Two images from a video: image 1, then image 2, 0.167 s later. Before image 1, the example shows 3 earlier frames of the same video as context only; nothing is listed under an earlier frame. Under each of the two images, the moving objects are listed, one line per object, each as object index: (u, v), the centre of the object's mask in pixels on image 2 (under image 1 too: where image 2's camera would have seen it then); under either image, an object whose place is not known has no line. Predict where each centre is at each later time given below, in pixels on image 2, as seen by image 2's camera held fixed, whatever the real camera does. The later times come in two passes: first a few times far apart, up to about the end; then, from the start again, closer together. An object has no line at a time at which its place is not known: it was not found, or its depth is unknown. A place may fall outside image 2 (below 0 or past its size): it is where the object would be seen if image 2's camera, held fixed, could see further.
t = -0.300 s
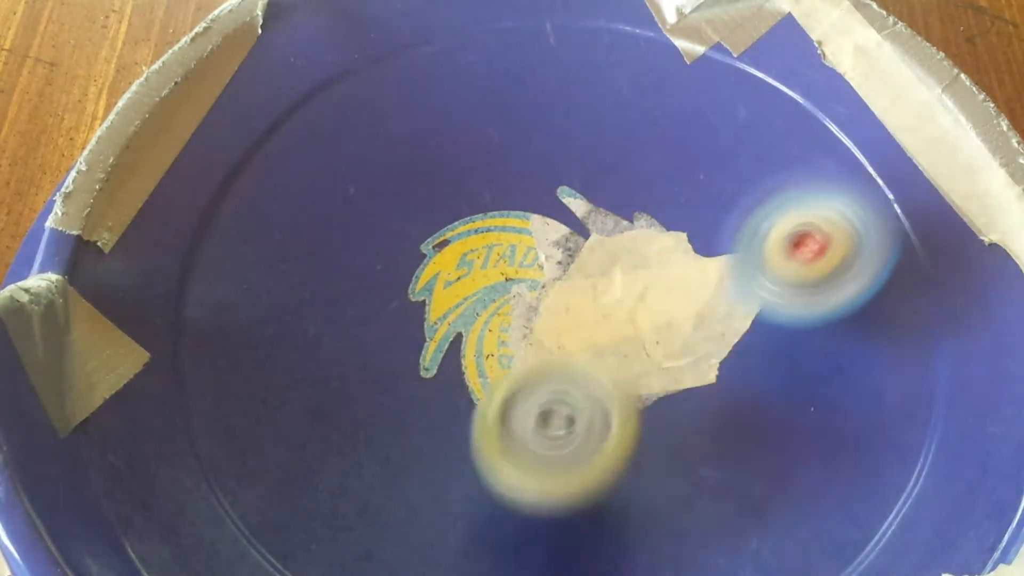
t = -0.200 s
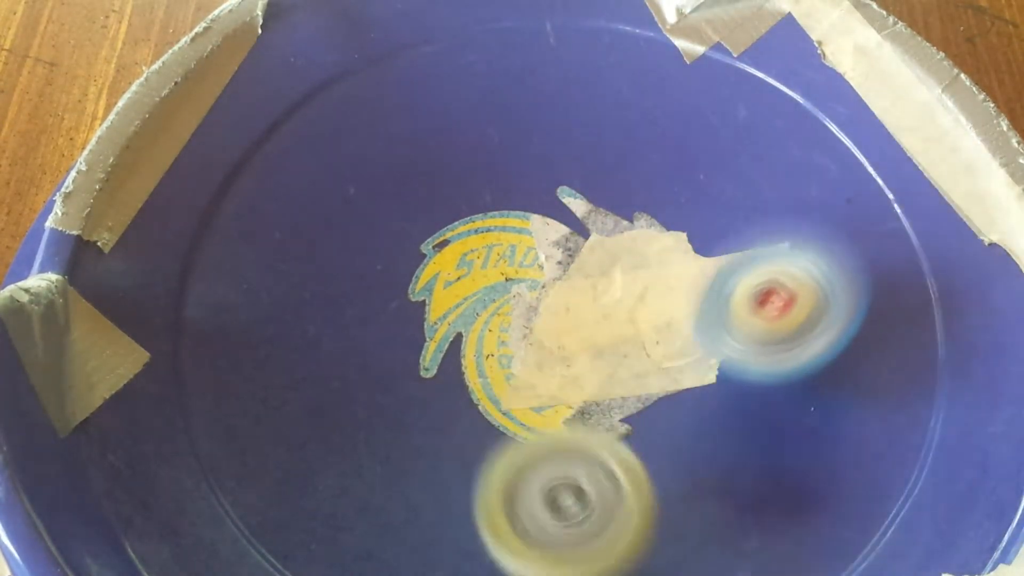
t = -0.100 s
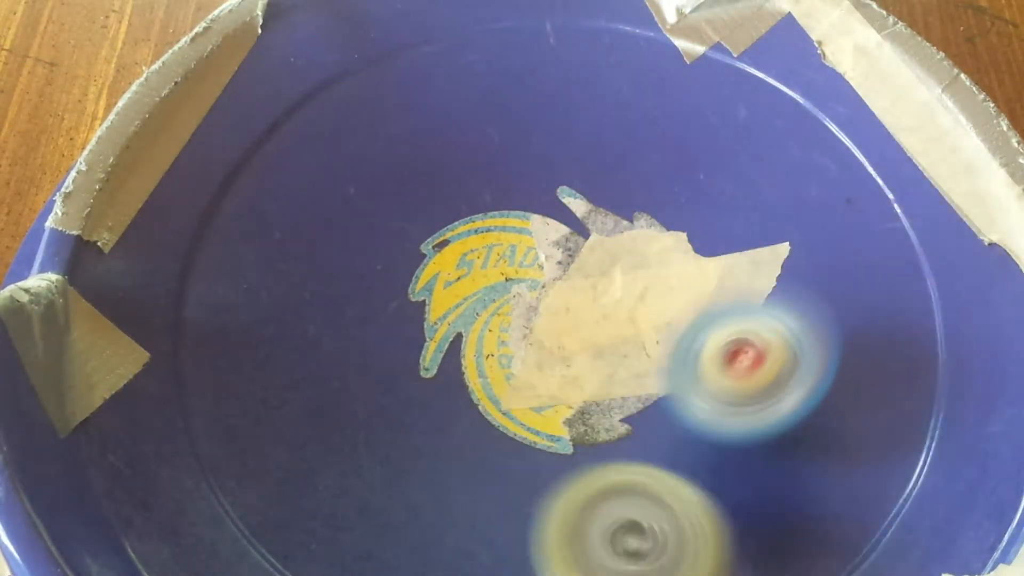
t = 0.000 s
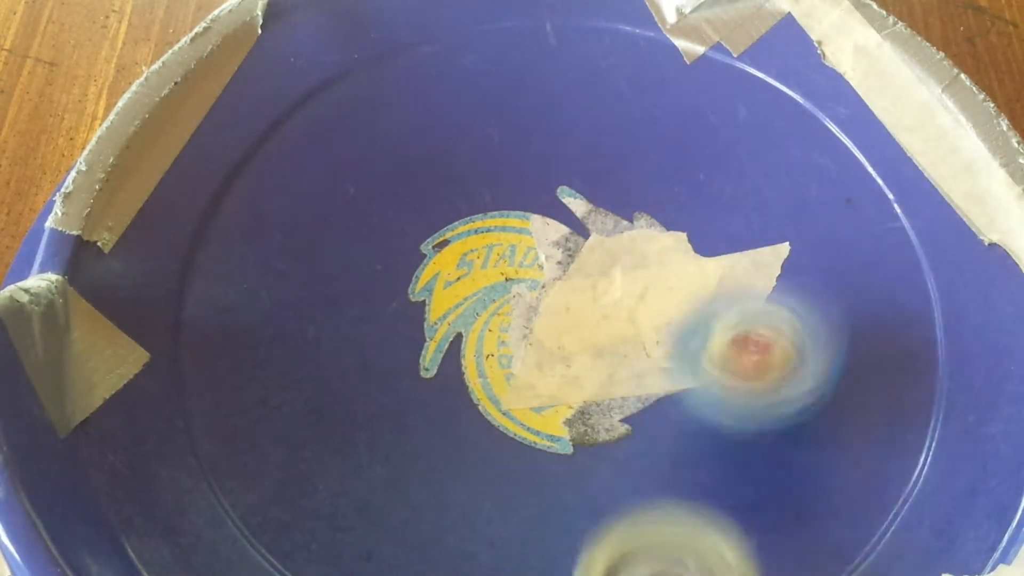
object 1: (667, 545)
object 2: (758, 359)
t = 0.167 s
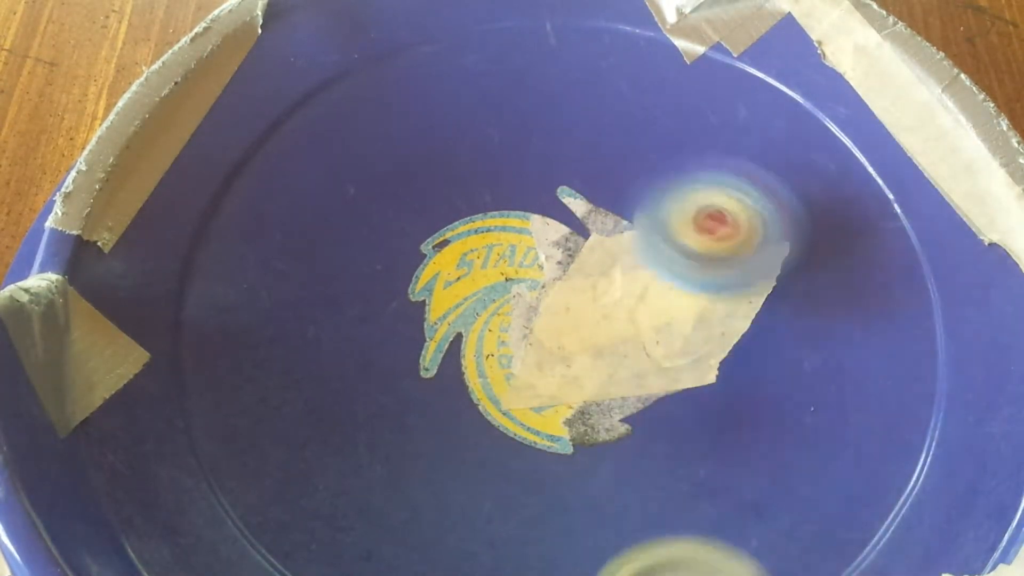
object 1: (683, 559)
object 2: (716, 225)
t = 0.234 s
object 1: (698, 536)
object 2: (665, 206)
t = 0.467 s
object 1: (527, 351)
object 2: (472, 215)
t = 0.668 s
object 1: (298, 455)
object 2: (331, 185)
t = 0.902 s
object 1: (379, 542)
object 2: (276, 261)
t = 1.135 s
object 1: (603, 348)
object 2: (414, 344)
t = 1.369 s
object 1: (453, 103)
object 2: (560, 318)
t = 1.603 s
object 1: (196, 141)
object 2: (653, 225)
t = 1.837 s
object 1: (362, 446)
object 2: (644, 159)
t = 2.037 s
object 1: (794, 332)
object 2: (595, 167)
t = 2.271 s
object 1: (709, 26)
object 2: (555, 253)
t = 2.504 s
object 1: (278, 74)
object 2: (556, 361)
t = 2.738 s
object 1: (389, 523)
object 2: (607, 414)
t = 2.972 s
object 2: (622, 380)
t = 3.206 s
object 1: (609, 11)
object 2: (552, 322)
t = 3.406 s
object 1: (64, 232)
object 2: (489, 290)
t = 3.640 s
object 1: (355, 516)
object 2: (439, 277)
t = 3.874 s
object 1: (504, 463)
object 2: (460, 288)
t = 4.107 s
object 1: (541, 368)
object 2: (510, 205)
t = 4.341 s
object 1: (491, 254)
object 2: (548, 122)
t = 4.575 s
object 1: (463, 217)
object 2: (578, 94)
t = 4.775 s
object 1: (484, 229)
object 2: (620, 127)
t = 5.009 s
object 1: (536, 276)
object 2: (713, 159)
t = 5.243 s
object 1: (576, 269)
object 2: (763, 239)
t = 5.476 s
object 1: (537, 302)
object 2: (788, 339)
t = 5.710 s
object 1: (526, 325)
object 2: (720, 420)
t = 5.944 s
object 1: (517, 317)
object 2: (606, 454)
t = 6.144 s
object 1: (502, 279)
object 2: (500, 453)
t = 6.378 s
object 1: (520, 252)
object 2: (417, 385)
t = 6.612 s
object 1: (580, 238)
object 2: (399, 286)
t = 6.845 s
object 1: (609, 225)
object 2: (446, 193)
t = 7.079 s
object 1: (630, 266)
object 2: (484, 123)
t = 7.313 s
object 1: (627, 351)
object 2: (553, 122)
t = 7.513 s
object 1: (595, 370)
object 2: (616, 167)
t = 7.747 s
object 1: (524, 357)
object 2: (654, 253)
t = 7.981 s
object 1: (451, 324)
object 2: (671, 330)
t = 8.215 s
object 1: (459, 282)
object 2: (626, 385)
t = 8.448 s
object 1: (520, 242)
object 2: (550, 392)
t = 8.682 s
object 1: (596, 231)
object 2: (462, 355)
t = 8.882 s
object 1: (628, 239)
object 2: (429, 303)
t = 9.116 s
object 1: (615, 278)
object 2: (447, 231)
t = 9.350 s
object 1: (572, 344)
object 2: (496, 187)
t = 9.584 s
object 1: (518, 358)
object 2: (564, 180)
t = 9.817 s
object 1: (491, 325)
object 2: (615, 222)
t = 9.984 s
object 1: (465, 311)
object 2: (656, 256)
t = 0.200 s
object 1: (692, 550)
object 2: (690, 214)
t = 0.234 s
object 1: (698, 536)
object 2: (665, 206)
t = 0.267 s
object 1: (698, 521)
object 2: (638, 199)
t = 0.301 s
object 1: (689, 502)
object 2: (608, 194)
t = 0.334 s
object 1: (672, 472)
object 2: (580, 193)
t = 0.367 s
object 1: (651, 443)
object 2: (550, 194)
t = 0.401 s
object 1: (618, 411)
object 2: (523, 201)
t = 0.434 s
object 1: (573, 376)
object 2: (495, 208)
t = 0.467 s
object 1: (527, 351)
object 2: (472, 215)
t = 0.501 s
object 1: (476, 362)
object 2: (444, 198)
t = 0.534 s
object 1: (437, 376)
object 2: (420, 185)
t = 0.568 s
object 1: (397, 390)
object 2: (398, 181)
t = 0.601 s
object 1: (362, 408)
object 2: (375, 181)
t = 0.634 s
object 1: (327, 429)
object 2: (351, 181)
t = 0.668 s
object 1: (298, 455)
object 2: (331, 185)
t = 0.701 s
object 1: (274, 483)
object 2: (312, 191)
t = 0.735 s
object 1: (264, 501)
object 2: (294, 199)
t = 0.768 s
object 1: (269, 513)
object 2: (280, 209)
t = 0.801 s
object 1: (284, 524)
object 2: (271, 220)
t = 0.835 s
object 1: (306, 533)
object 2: (268, 232)
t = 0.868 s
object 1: (338, 539)
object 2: (270, 246)
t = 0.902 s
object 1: (379, 542)
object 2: (276, 261)
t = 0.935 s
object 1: (428, 543)
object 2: (286, 277)
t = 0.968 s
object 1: (481, 534)
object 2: (302, 295)
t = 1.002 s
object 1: (524, 520)
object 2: (319, 308)
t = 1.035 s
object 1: (556, 503)
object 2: (337, 319)
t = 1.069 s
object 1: (585, 461)
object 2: (360, 329)
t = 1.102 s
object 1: (602, 413)
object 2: (385, 338)
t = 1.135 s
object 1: (603, 348)
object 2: (414, 344)
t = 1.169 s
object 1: (607, 302)
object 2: (441, 349)
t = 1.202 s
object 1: (596, 245)
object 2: (461, 349)
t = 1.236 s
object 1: (581, 208)
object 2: (478, 347)
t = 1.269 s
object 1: (555, 173)
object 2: (502, 343)
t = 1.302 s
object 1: (524, 146)
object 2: (524, 338)
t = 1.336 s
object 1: (491, 123)
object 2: (545, 329)
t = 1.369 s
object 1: (453, 103)
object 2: (560, 318)
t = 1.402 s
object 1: (413, 86)
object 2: (575, 307)
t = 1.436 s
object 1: (372, 75)
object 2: (590, 297)
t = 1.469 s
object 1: (332, 72)
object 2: (607, 286)
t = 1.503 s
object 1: (292, 75)
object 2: (623, 267)
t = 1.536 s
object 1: (257, 90)
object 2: (635, 252)
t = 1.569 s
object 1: (224, 112)
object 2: (644, 239)
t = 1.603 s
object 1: (196, 141)
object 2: (653, 225)
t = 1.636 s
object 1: (174, 177)
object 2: (659, 211)
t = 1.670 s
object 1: (163, 219)
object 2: (659, 198)
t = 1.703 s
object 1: (170, 265)
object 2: (657, 188)
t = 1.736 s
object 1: (195, 321)
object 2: (654, 179)
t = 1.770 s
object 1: (240, 378)
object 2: (652, 171)
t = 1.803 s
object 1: (295, 419)
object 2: (650, 164)
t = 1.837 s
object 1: (362, 446)
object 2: (644, 159)
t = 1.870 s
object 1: (433, 464)
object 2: (637, 156)
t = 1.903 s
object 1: (514, 466)
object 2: (631, 155)
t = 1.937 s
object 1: (600, 456)
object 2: (623, 156)
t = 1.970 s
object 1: (673, 423)
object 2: (614, 157)
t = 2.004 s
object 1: (736, 382)
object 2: (605, 162)
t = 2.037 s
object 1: (794, 332)
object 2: (595, 167)
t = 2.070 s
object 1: (811, 264)
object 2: (586, 176)
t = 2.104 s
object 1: (824, 208)
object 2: (576, 186)
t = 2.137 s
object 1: (824, 159)
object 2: (567, 198)
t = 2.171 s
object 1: (812, 111)
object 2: (558, 212)
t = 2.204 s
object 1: (791, 64)
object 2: (554, 227)
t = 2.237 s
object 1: (758, 37)
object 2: (554, 241)
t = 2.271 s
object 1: (709, 26)
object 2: (555, 253)
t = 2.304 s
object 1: (638, 17)
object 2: (554, 278)
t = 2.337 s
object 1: (575, 14)
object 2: (555, 293)
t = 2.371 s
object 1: (506, 13)
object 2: (554, 307)
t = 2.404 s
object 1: (436, 18)
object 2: (551, 323)
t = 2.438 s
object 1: (374, 28)
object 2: (547, 339)
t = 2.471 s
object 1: (322, 46)
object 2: (551, 350)
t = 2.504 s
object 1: (278, 74)
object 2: (556, 361)
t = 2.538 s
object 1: (238, 131)
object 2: (558, 375)
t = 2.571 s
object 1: (213, 201)
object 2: (566, 384)
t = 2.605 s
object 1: (209, 280)
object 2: (577, 396)
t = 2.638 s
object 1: (225, 361)
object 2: (585, 402)
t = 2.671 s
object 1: (264, 440)
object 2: (595, 408)
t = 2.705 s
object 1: (320, 492)
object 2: (599, 412)
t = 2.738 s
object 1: (389, 523)
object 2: (607, 414)
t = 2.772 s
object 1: (482, 542)
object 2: (614, 414)
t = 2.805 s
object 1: (587, 550)
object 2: (621, 413)
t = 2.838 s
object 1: (702, 547)
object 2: (625, 409)
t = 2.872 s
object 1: (792, 534)
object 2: (628, 403)
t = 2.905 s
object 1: (872, 511)
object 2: (629, 398)
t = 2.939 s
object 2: (625, 389)
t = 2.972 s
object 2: (622, 380)
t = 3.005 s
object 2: (617, 370)
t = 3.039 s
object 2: (611, 360)
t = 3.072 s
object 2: (598, 350)
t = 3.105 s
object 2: (587, 343)
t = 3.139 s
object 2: (578, 335)
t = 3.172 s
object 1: (711, 27)
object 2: (564, 328)
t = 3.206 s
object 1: (609, 11)
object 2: (552, 322)
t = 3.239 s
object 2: (538, 314)
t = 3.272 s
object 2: (527, 309)
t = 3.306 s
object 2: (518, 303)
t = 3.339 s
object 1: (116, 128)
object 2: (507, 299)
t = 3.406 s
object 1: (64, 232)
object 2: (489, 290)
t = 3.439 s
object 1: (76, 269)
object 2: (474, 281)
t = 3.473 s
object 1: (106, 346)
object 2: (464, 277)
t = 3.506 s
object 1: (151, 419)
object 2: (457, 275)
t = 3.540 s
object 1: (205, 478)
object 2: (447, 274)
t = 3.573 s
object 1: (251, 496)
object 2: (442, 274)
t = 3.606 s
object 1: (303, 511)
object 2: (439, 276)
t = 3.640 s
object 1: (355, 516)
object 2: (439, 277)
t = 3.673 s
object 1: (399, 517)
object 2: (438, 280)
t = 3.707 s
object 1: (434, 515)
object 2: (439, 282)
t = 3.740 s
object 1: (461, 510)
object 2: (441, 283)
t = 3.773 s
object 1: (475, 503)
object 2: (443, 285)
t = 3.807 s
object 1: (486, 492)
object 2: (448, 286)
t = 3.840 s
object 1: (495, 478)
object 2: (454, 288)
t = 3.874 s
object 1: (504, 463)
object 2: (460, 288)
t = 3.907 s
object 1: (512, 449)
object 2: (466, 289)
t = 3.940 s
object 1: (519, 436)
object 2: (472, 288)
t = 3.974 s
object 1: (529, 428)
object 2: (479, 273)
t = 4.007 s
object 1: (536, 421)
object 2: (489, 248)
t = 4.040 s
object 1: (543, 408)
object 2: (500, 233)
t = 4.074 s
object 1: (544, 391)
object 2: (503, 219)
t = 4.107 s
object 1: (541, 368)
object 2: (510, 205)
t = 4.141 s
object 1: (542, 349)
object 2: (515, 190)
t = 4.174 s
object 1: (538, 335)
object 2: (519, 177)
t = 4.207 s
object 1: (531, 312)
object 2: (525, 165)
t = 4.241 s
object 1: (522, 297)
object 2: (531, 153)
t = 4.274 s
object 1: (513, 279)
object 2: (536, 142)
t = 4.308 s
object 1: (501, 265)
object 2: (542, 131)
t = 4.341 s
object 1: (491, 254)
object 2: (548, 122)
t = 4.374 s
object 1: (484, 246)
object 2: (554, 113)
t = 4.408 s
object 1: (477, 238)
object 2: (560, 105)
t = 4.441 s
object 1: (471, 231)
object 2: (565, 99)
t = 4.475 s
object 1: (467, 226)
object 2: (569, 96)
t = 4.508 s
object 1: (465, 222)
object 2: (572, 93)
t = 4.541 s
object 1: (463, 219)
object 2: (575, 92)
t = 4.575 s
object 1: (463, 217)
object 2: (578, 94)
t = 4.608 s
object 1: (463, 214)
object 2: (581, 96)
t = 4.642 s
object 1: (465, 214)
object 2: (584, 100)
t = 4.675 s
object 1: (469, 215)
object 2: (589, 106)
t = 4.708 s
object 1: (475, 216)
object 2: (593, 114)
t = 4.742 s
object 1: (483, 219)
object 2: (600, 123)
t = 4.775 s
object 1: (484, 229)
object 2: (620, 127)
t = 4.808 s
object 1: (482, 239)
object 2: (637, 131)
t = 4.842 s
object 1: (487, 247)
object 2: (652, 135)
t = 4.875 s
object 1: (495, 254)
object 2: (666, 136)
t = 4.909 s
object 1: (506, 260)
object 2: (679, 139)
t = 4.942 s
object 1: (517, 268)
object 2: (691, 145)
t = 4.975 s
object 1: (531, 276)
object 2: (703, 151)
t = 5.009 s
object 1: (536, 276)
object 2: (713, 159)
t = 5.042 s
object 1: (539, 272)
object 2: (721, 167)
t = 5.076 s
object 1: (544, 271)
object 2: (729, 176)
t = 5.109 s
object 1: (552, 272)
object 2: (736, 185)
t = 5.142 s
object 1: (564, 270)
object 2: (740, 198)
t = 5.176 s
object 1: (574, 271)
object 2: (743, 210)
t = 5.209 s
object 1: (581, 270)
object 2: (746, 223)
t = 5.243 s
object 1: (576, 269)
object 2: (763, 239)
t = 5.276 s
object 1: (567, 274)
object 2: (774, 253)
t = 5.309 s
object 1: (561, 278)
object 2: (782, 266)
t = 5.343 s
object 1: (557, 283)
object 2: (787, 281)
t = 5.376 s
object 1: (553, 288)
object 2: (791, 293)
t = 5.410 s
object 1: (548, 292)
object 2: (791, 310)
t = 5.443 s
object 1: (543, 296)
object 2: (790, 326)
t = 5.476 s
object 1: (537, 302)
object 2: (788, 339)
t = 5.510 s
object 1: (532, 305)
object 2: (783, 352)
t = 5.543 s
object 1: (529, 309)
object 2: (778, 366)
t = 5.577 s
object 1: (528, 311)
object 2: (770, 378)
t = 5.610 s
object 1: (528, 315)
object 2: (760, 390)
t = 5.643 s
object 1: (528, 318)
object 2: (747, 402)
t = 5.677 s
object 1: (527, 322)
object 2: (734, 410)
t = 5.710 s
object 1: (526, 325)
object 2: (720, 420)
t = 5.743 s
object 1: (526, 329)
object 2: (704, 428)
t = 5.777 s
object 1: (527, 332)
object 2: (686, 433)
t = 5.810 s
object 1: (530, 333)
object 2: (668, 437)
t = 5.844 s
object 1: (529, 329)
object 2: (654, 445)
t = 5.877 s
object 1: (524, 326)
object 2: (639, 451)
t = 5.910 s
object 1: (519, 321)
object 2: (623, 452)
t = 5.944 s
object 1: (517, 317)
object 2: (606, 454)
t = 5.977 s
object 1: (514, 310)
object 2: (586, 458)
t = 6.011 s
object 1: (509, 298)
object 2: (569, 462)
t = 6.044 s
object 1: (506, 292)
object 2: (551, 463)
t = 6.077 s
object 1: (504, 287)
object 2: (533, 462)
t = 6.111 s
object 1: (503, 283)
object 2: (515, 457)
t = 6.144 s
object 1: (502, 279)
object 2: (500, 453)
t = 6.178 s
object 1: (504, 274)
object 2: (487, 447)
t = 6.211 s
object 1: (506, 269)
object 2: (472, 440)
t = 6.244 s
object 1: (508, 264)
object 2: (460, 434)
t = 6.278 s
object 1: (510, 259)
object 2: (447, 422)
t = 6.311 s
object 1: (512, 255)
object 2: (436, 410)
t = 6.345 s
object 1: (515, 253)
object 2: (425, 397)
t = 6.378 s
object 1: (520, 252)
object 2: (417, 385)
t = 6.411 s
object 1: (529, 248)
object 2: (410, 372)
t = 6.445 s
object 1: (536, 247)
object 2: (405, 359)
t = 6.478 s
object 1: (544, 246)
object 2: (402, 345)
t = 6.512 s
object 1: (548, 243)
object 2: (399, 331)
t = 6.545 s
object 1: (557, 241)
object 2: (396, 317)
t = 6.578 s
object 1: (567, 238)
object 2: (396, 301)
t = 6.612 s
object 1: (580, 238)
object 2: (399, 286)
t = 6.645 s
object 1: (593, 234)
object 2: (402, 271)
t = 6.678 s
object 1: (602, 231)
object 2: (407, 257)
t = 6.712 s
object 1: (606, 227)
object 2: (412, 243)
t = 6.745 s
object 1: (608, 225)
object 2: (420, 231)
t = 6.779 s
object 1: (609, 224)
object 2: (429, 218)
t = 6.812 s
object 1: (609, 224)
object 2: (437, 205)
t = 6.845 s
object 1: (609, 225)
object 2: (446, 193)
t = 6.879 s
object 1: (612, 230)
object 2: (454, 179)
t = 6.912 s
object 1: (618, 235)
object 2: (456, 166)
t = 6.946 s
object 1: (625, 239)
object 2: (459, 154)
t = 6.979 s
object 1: (628, 243)
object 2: (464, 144)
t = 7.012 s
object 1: (630, 249)
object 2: (470, 135)
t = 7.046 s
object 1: (632, 257)
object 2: (476, 128)
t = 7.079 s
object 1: (630, 266)
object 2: (484, 123)
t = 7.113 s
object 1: (627, 273)
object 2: (492, 118)
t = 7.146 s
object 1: (626, 286)
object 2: (501, 114)
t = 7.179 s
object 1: (625, 296)
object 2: (510, 113)
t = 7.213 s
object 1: (626, 320)
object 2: (519, 113)
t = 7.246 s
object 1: (625, 333)
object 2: (530, 115)
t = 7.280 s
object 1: (626, 341)
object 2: (541, 118)
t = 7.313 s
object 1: (627, 351)
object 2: (553, 122)
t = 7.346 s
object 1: (624, 357)
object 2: (564, 126)
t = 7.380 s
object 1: (620, 361)
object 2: (576, 133)
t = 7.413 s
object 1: (609, 363)
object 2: (586, 140)
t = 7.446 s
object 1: (607, 365)
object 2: (596, 149)
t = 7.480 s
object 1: (601, 368)
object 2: (606, 158)
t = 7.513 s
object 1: (595, 370)
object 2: (616, 167)
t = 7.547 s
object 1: (589, 372)
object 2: (623, 178)
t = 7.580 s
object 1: (583, 369)
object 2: (630, 189)
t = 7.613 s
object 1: (572, 366)
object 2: (638, 200)
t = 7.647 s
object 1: (561, 364)
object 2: (643, 214)
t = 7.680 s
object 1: (547, 358)
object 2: (645, 226)
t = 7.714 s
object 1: (539, 357)
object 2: (649, 238)
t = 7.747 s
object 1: (524, 357)
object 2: (654, 253)
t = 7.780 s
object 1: (510, 357)
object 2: (662, 265)
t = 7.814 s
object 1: (500, 354)
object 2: (669, 273)
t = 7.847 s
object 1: (487, 349)
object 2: (672, 284)
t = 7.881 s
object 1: (480, 344)
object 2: (672, 296)
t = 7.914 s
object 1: (469, 337)
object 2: (673, 308)
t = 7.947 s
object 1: (457, 330)
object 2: (673, 320)
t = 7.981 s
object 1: (451, 324)
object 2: (671, 330)
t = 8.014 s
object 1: (445, 318)
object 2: (671, 339)
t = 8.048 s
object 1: (441, 313)
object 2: (670, 347)
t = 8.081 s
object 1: (442, 309)
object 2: (663, 356)
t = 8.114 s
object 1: (442, 303)
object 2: (656, 364)
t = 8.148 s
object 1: (444, 297)
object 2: (647, 373)
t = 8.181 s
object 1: (452, 291)
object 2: (638, 379)
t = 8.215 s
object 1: (459, 282)
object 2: (626, 385)
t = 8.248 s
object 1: (463, 276)
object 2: (619, 390)
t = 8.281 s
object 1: (471, 266)
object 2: (607, 393)
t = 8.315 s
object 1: (476, 261)
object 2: (597, 395)
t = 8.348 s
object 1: (486, 256)
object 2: (588, 395)
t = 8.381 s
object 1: (499, 250)
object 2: (575, 395)
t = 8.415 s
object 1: (506, 245)
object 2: (564, 393)
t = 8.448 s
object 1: (520, 242)
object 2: (550, 392)
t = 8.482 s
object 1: (532, 237)
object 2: (537, 389)
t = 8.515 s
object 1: (542, 235)
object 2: (524, 387)
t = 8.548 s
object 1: (558, 233)
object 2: (510, 382)
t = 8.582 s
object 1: (569, 232)
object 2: (497, 377)
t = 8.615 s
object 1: (576, 231)
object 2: (485, 371)
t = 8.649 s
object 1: (587, 231)
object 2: (471, 362)
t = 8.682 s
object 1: (596, 231)
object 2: (462, 355)
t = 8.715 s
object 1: (609, 232)
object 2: (452, 348)
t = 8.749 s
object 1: (614, 236)
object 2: (444, 338)
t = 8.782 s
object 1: (614, 233)
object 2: (440, 330)
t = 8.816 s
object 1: (619, 232)
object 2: (433, 322)
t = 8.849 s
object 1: (624, 234)
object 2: (431, 313)
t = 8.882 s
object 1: (628, 239)
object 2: (429, 303)
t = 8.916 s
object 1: (632, 242)
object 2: (428, 291)
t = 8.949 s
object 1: (634, 247)
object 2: (427, 277)
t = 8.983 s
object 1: (635, 250)
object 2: (430, 265)
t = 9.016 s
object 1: (632, 256)
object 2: (432, 254)
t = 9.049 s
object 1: (626, 262)
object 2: (435, 246)
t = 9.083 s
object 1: (620, 269)
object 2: (440, 238)
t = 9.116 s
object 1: (615, 278)
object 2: (447, 231)
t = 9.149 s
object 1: (607, 283)
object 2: (455, 225)
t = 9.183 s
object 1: (605, 287)
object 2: (463, 218)
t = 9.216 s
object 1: (598, 300)
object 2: (471, 211)
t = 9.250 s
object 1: (595, 317)
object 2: (476, 204)
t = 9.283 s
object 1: (587, 326)
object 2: (483, 198)
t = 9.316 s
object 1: (579, 336)
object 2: (490, 192)
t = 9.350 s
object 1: (572, 344)
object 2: (496, 187)
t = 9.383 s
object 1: (562, 349)
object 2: (505, 183)
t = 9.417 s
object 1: (559, 352)
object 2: (513, 180)
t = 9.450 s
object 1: (548, 354)
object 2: (522, 179)
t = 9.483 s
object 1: (543, 357)
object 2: (532, 177)
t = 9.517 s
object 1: (534, 356)
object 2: (544, 176)
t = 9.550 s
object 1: (526, 358)
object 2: (556, 178)
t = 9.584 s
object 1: (518, 358)
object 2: (564, 180)
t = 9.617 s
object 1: (512, 357)
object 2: (573, 183)
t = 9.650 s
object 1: (508, 356)
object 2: (581, 188)
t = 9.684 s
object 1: (504, 350)
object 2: (587, 192)
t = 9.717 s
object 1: (502, 345)
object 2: (596, 198)
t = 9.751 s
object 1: (497, 338)
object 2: (607, 206)
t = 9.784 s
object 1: (498, 332)
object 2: (611, 214)
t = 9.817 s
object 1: (491, 325)
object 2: (615, 222)
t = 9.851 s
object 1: (482, 320)
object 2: (629, 227)
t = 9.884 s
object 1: (477, 317)
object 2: (639, 234)
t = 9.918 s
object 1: (470, 317)
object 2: (648, 241)
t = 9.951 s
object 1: (468, 313)
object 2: (653, 249)
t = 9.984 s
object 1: (465, 311)
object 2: (656, 256)
